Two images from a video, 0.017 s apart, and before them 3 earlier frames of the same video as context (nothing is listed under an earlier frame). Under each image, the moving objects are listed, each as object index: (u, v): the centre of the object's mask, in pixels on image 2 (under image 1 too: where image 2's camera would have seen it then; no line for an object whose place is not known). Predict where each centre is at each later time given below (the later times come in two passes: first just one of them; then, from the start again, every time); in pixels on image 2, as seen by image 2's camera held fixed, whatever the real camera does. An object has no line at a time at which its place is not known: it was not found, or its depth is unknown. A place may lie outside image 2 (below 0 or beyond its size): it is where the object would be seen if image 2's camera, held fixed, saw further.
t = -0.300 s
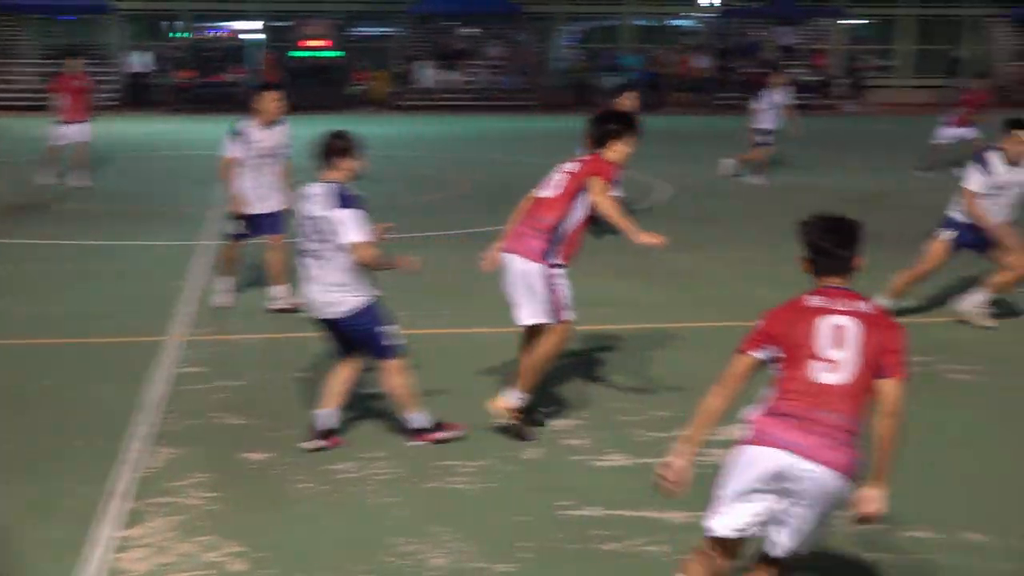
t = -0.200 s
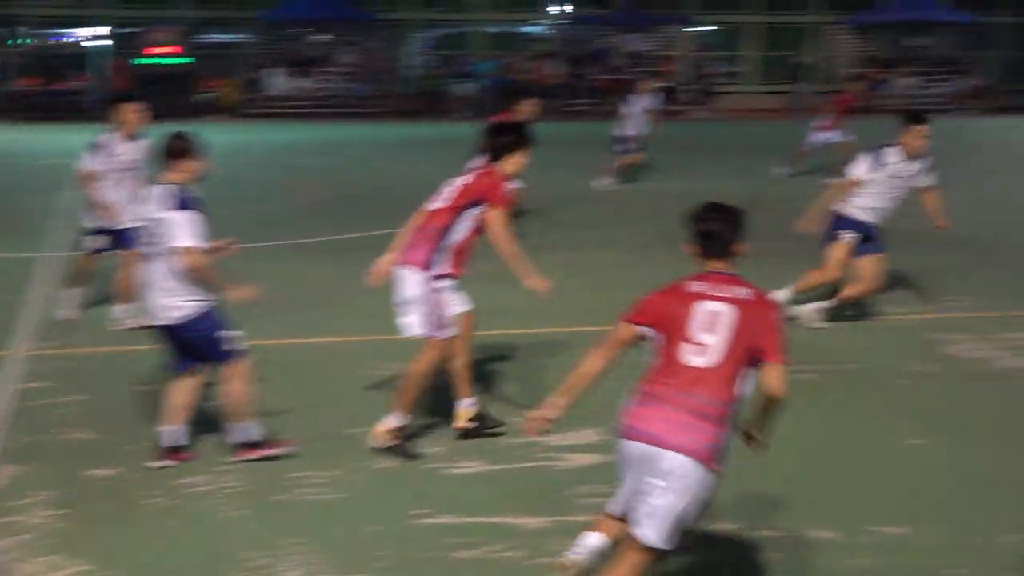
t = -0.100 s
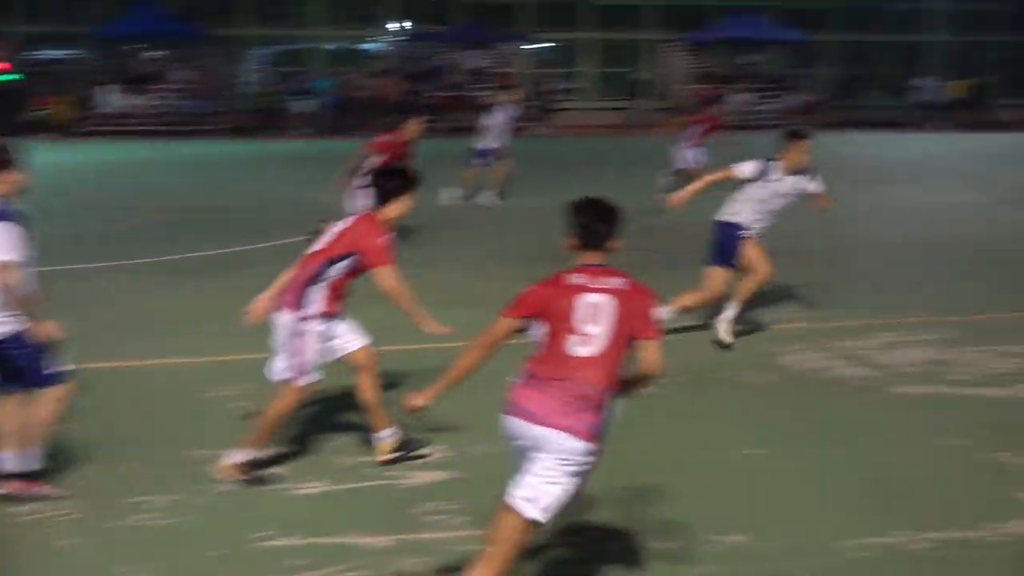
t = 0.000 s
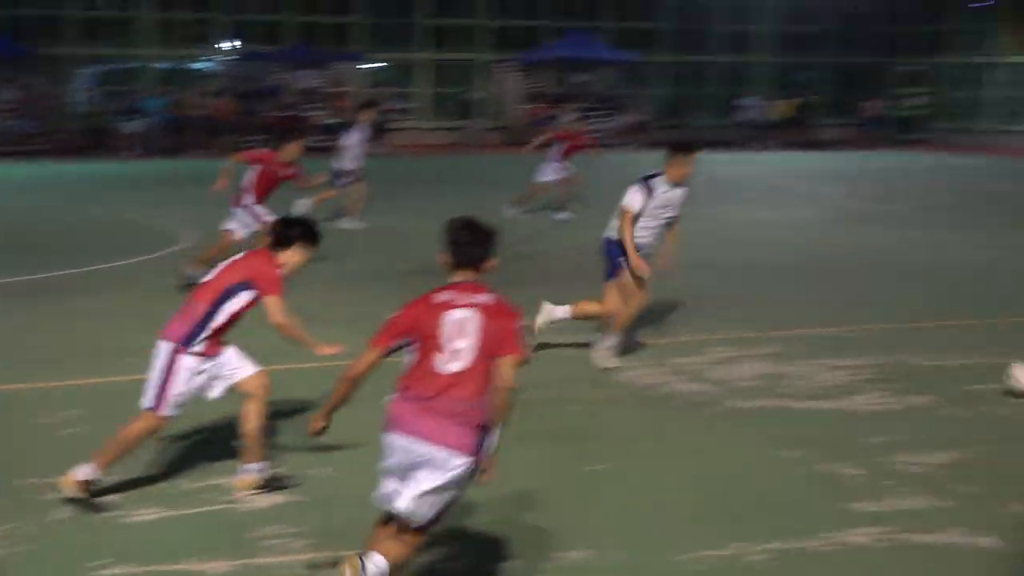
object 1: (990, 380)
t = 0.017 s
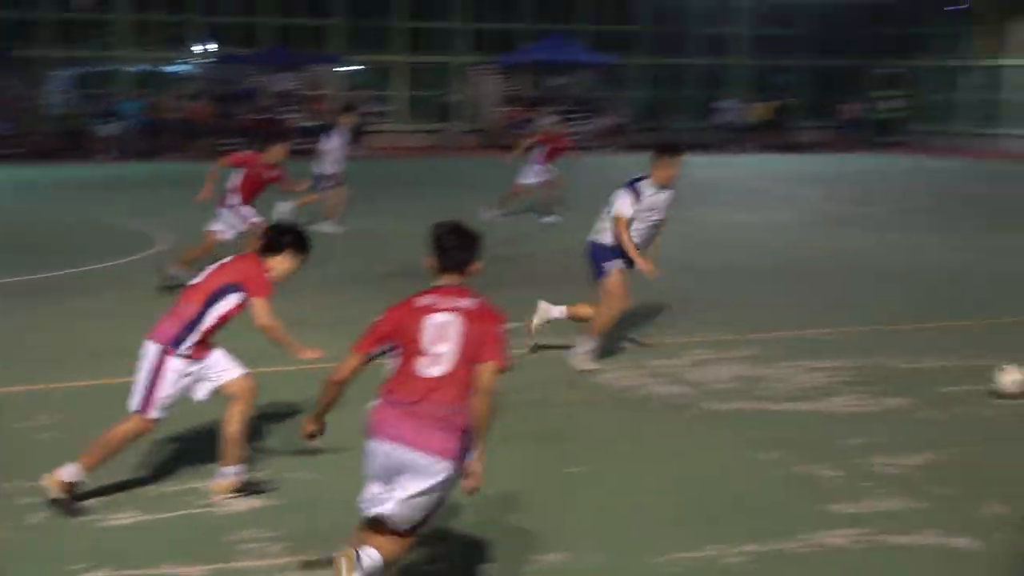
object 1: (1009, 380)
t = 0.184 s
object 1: (1118, 374)
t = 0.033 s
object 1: (1022, 383)
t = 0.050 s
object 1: (1033, 383)
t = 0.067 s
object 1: (1043, 381)
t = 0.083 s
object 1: (1054, 379)
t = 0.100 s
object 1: (1065, 377)
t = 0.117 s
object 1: (1077, 375)
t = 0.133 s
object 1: (1086, 374)
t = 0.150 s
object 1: (1096, 373)
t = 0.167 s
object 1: (1108, 374)
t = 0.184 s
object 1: (1118, 374)
